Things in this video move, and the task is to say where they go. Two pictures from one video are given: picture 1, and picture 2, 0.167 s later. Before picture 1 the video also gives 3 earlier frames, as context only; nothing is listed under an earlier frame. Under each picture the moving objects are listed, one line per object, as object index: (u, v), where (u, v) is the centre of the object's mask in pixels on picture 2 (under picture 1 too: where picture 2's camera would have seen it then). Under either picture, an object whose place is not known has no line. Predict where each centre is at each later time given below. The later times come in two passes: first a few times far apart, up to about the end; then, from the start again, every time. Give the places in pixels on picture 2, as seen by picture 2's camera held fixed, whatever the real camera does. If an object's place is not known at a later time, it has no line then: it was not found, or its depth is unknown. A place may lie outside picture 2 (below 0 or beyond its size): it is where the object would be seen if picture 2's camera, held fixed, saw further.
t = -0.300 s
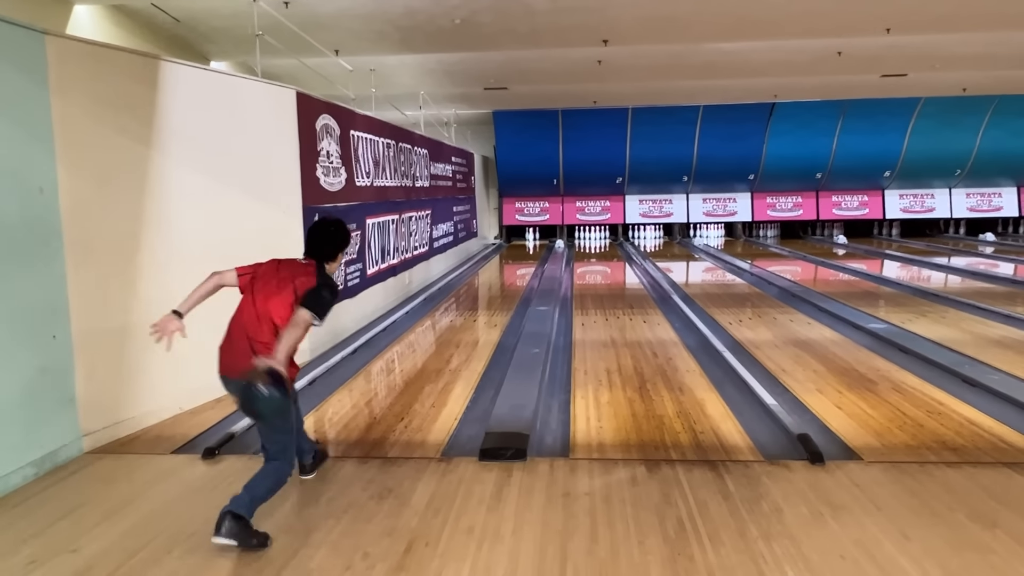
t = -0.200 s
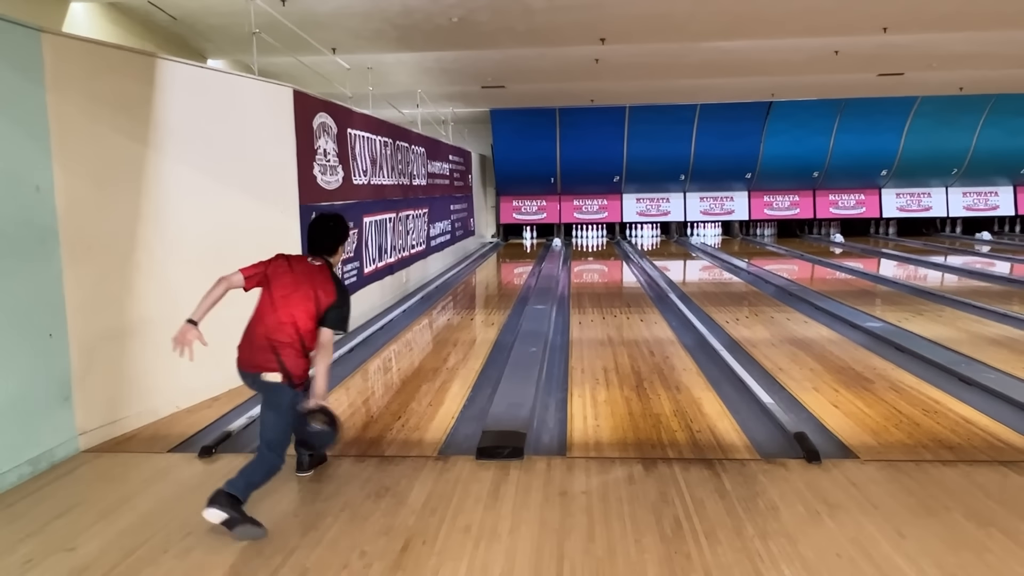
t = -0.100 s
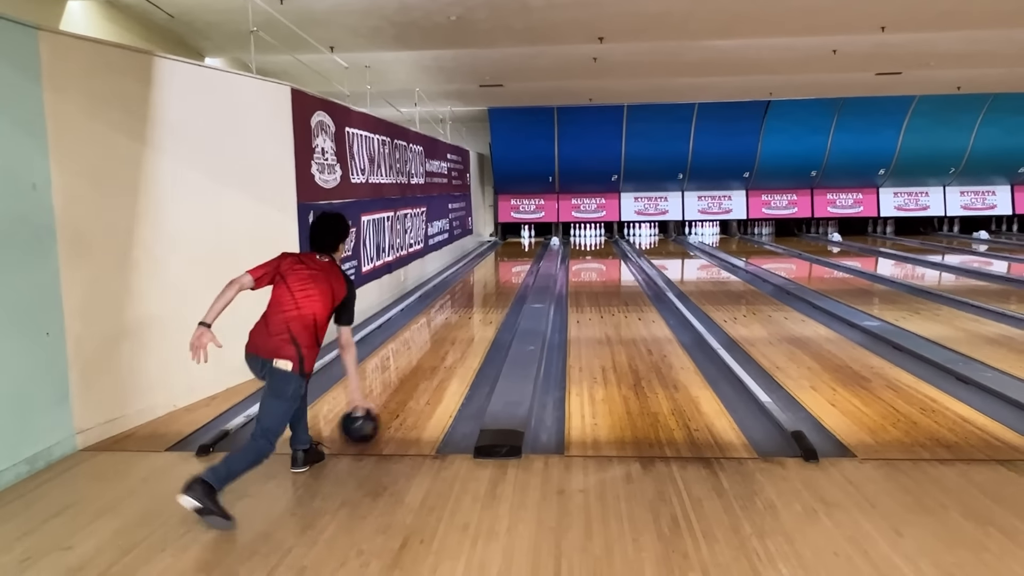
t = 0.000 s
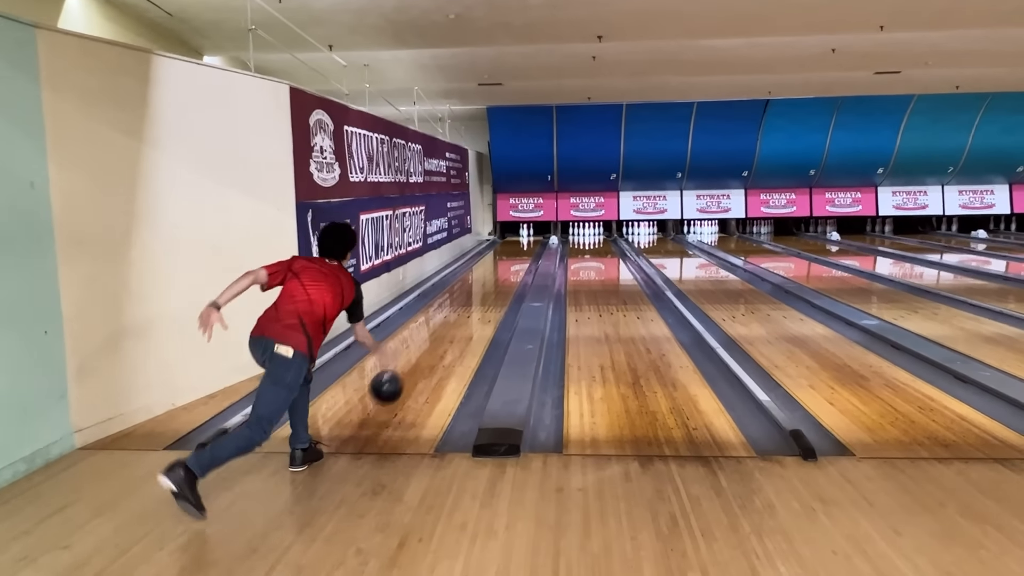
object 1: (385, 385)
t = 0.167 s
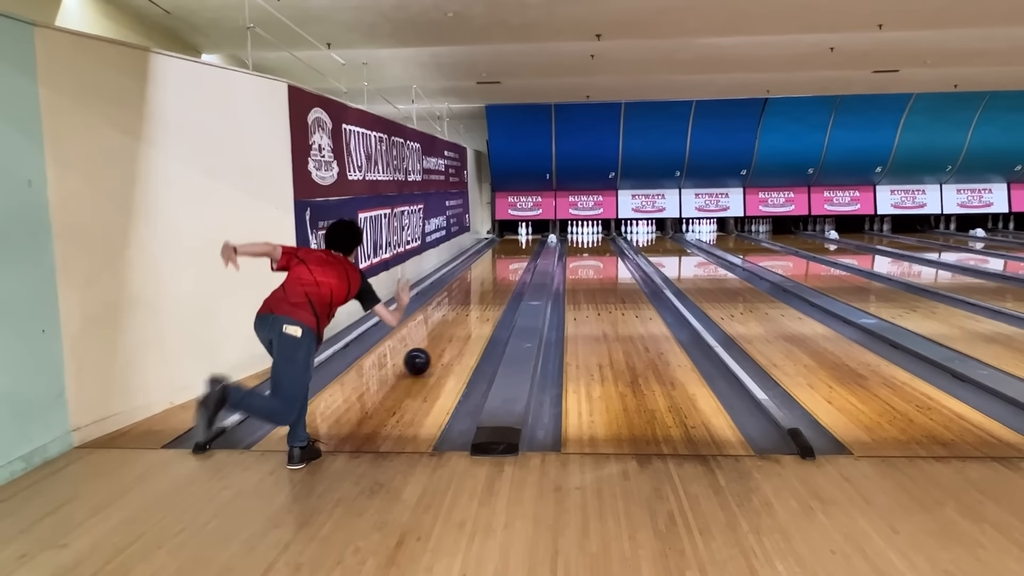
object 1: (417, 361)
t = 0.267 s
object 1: (431, 344)
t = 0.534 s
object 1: (456, 309)
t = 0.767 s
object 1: (470, 290)
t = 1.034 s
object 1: (481, 274)
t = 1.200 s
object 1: (487, 266)
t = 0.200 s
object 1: (422, 355)
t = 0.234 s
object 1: (427, 349)
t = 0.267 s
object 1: (431, 344)
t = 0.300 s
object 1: (435, 338)
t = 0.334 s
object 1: (438, 333)
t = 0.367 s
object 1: (441, 329)
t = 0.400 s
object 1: (445, 324)
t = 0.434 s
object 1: (448, 320)
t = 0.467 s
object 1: (450, 316)
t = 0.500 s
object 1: (453, 313)
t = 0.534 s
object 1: (456, 309)
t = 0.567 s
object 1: (458, 306)
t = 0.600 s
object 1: (460, 303)
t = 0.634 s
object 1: (462, 301)
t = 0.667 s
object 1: (464, 298)
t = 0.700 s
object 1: (466, 295)
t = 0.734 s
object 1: (468, 292)
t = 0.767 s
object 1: (470, 290)
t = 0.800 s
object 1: (472, 287)
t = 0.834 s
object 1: (473, 285)
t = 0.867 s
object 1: (475, 283)
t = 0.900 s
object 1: (476, 281)
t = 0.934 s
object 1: (477, 279)
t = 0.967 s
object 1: (478, 277)
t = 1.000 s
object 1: (480, 275)
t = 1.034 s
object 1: (481, 274)
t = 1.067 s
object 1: (482, 272)
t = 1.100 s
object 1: (484, 270)
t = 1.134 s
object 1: (485, 269)
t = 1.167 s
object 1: (486, 267)
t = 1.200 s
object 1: (487, 266)
